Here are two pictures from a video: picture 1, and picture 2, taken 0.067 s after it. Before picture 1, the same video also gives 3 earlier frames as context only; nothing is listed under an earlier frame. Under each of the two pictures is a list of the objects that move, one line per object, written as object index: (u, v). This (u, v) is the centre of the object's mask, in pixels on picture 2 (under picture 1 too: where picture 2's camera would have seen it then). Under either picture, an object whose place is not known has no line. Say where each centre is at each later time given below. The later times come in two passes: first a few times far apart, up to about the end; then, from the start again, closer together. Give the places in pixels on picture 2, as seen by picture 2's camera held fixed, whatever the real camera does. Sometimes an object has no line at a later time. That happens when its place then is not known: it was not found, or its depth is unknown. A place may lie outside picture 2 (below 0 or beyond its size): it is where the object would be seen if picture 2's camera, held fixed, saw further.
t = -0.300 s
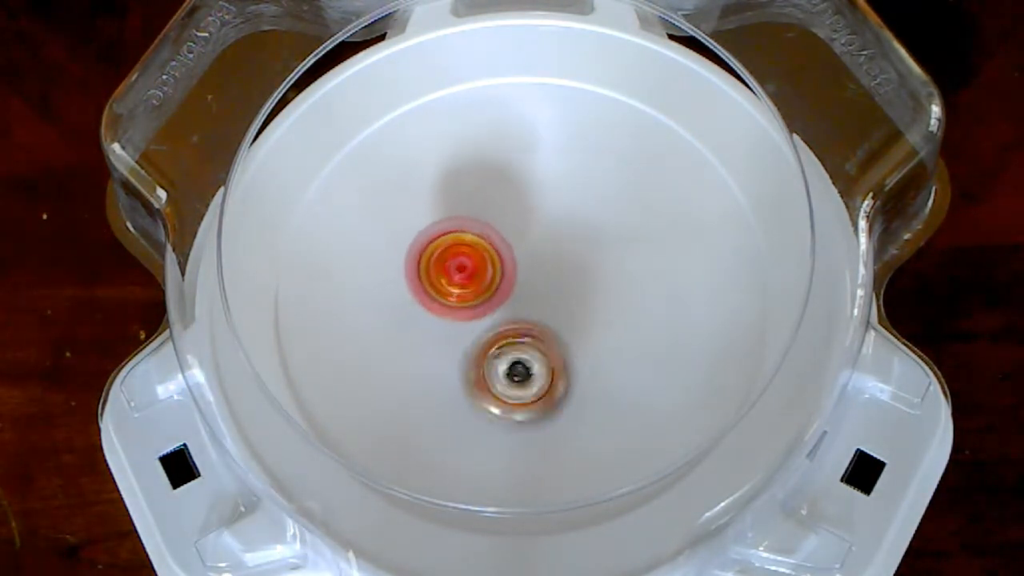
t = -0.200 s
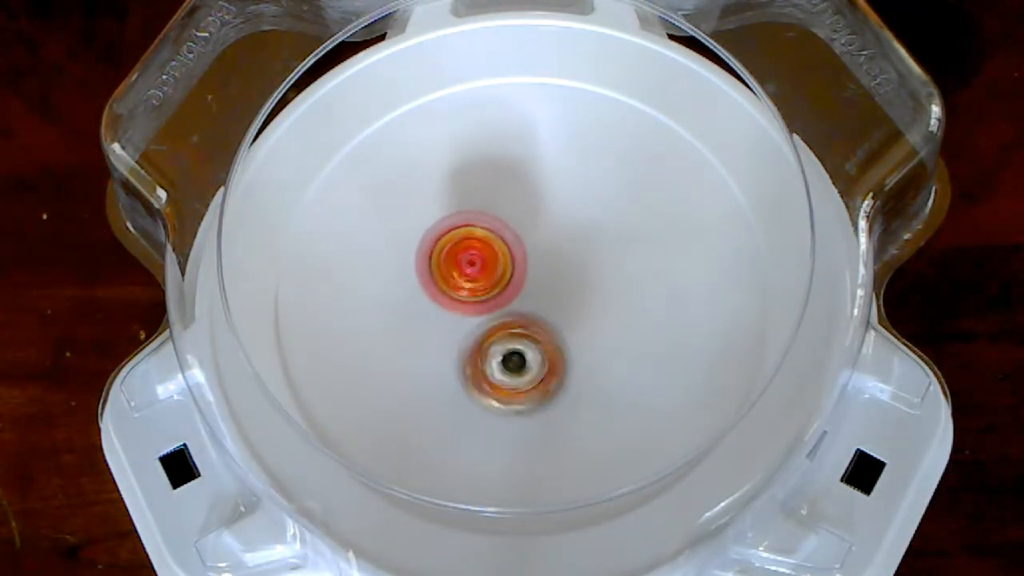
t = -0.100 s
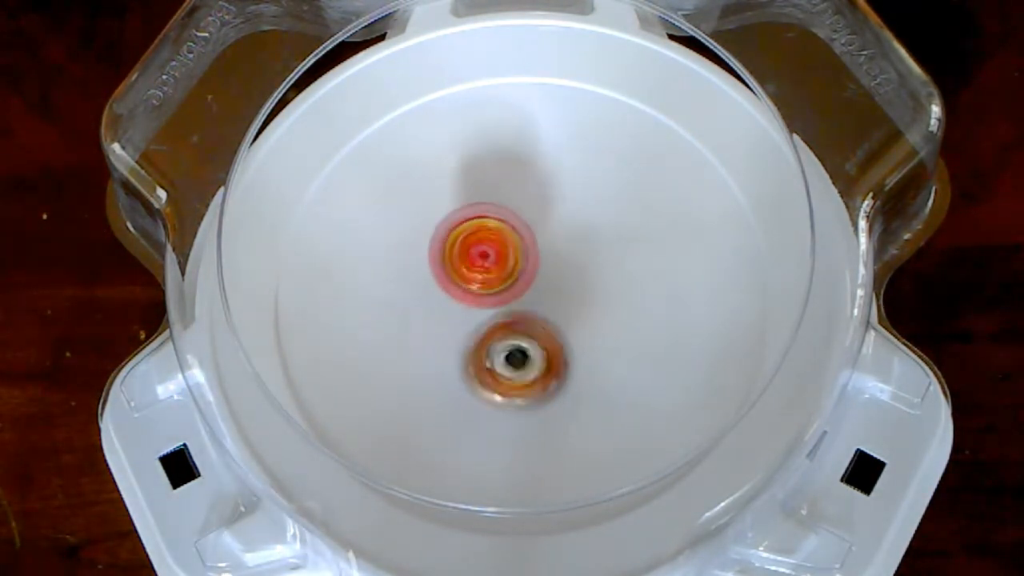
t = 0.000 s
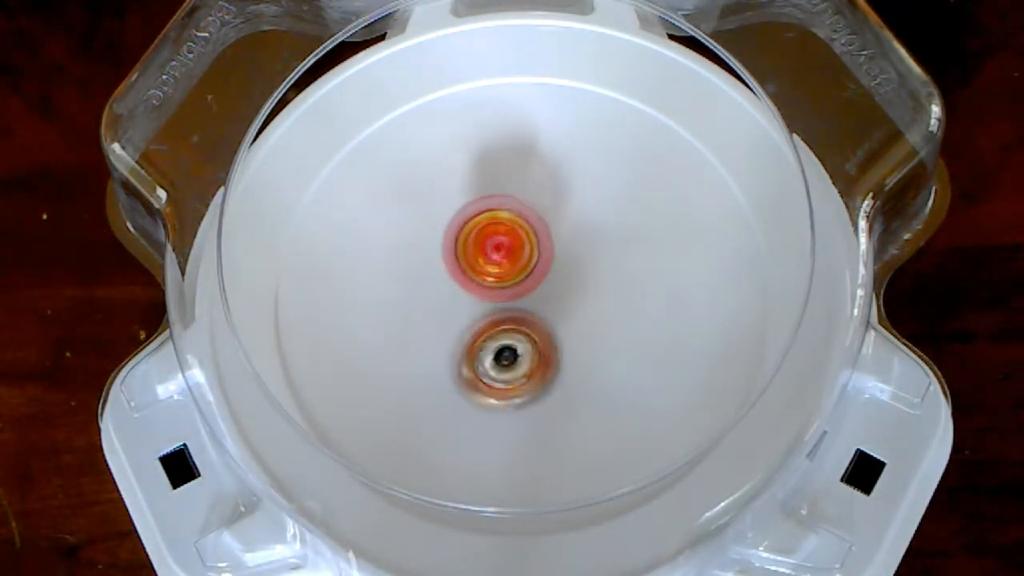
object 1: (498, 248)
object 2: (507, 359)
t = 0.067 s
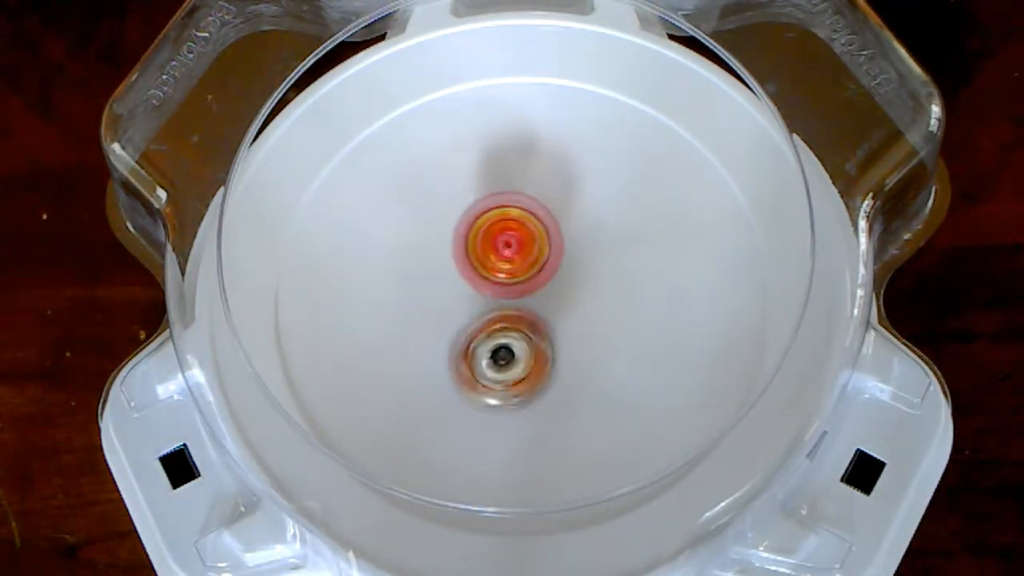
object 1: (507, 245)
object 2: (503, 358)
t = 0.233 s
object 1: (529, 243)
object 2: (493, 347)
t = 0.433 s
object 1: (553, 248)
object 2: (465, 331)
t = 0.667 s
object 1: (559, 268)
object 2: (459, 327)
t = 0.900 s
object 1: (567, 283)
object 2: (456, 322)
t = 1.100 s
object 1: (564, 296)
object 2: (448, 329)
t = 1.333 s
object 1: (554, 313)
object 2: (431, 320)
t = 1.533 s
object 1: (543, 326)
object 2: (425, 309)
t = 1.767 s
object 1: (533, 336)
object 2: (419, 303)
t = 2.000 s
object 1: (532, 335)
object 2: (411, 294)
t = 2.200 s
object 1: (532, 322)
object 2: (414, 284)
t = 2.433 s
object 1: (529, 298)
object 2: (414, 277)
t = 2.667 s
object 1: (557, 294)
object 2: (413, 247)
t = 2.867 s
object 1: (560, 292)
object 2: (420, 241)
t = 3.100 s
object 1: (538, 289)
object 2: (432, 233)
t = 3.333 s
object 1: (527, 301)
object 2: (437, 219)
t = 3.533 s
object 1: (517, 307)
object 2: (447, 214)
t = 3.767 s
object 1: (497, 309)
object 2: (455, 210)
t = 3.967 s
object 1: (491, 321)
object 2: (465, 203)
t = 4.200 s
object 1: (488, 319)
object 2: (480, 202)
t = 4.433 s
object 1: (495, 308)
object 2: (495, 203)
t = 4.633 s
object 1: (505, 312)
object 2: (512, 201)
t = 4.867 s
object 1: (515, 314)
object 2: (521, 206)
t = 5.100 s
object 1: (513, 320)
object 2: (528, 206)
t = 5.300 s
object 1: (507, 324)
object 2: (534, 214)
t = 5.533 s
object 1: (493, 321)
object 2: (543, 211)
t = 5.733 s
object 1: (483, 327)
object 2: (560, 200)
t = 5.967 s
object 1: (487, 316)
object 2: (567, 214)
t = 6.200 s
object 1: (479, 306)
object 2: (580, 243)
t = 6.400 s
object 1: (482, 301)
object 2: (589, 253)
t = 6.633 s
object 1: (479, 296)
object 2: (591, 253)
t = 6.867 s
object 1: (456, 297)
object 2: (585, 267)
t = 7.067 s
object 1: (451, 291)
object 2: (570, 291)
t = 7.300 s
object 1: (460, 283)
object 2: (578, 322)
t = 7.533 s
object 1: (477, 276)
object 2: (578, 328)
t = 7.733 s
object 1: (480, 270)
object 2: (578, 333)
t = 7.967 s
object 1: (469, 259)
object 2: (579, 351)
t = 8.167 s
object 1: (464, 255)
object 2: (564, 357)
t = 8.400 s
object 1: (470, 256)
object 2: (537, 343)
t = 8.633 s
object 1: (467, 236)
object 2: (542, 358)
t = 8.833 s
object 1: (475, 241)
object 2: (525, 339)
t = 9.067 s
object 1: (476, 230)
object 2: (530, 354)
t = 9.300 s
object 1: (471, 244)
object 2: (514, 349)
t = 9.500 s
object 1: (479, 239)
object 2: (500, 347)
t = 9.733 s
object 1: (478, 248)
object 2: (502, 362)
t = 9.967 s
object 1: (491, 243)
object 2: (518, 350)
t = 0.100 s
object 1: (512, 244)
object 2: (502, 357)
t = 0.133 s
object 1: (517, 243)
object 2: (499, 357)
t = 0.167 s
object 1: (521, 242)
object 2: (498, 354)
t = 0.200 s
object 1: (525, 242)
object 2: (495, 351)
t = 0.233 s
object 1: (529, 243)
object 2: (493, 347)
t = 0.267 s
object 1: (534, 243)
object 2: (488, 344)
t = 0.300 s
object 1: (539, 243)
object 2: (482, 343)
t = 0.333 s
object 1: (543, 244)
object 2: (476, 339)
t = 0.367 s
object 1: (547, 245)
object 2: (472, 335)
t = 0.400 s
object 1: (550, 246)
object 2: (468, 333)
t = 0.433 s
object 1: (553, 248)
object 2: (465, 331)
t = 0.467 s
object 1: (555, 250)
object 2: (464, 331)
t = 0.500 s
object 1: (556, 253)
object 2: (464, 330)
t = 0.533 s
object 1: (557, 255)
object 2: (463, 329)
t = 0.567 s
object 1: (557, 258)
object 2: (463, 327)
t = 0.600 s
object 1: (558, 262)
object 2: (462, 326)
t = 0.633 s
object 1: (558, 265)
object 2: (461, 326)
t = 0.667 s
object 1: (559, 268)
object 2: (459, 327)
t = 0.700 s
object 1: (561, 271)
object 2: (459, 328)
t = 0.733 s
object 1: (562, 273)
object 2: (461, 327)
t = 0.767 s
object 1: (564, 275)
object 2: (461, 328)
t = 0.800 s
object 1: (567, 277)
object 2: (459, 326)
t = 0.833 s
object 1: (567, 278)
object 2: (458, 325)
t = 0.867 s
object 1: (567, 280)
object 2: (458, 323)
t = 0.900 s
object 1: (567, 283)
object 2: (456, 322)
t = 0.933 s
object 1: (567, 284)
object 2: (454, 323)
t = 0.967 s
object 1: (566, 287)
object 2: (453, 324)
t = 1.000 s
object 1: (564, 288)
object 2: (453, 325)
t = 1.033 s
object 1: (564, 291)
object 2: (451, 326)
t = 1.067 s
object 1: (564, 293)
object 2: (451, 328)
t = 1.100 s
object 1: (564, 296)
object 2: (448, 329)
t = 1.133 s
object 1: (562, 298)
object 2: (445, 327)
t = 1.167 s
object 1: (560, 300)
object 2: (443, 323)
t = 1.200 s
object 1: (557, 302)
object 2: (441, 325)
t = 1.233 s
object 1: (556, 304)
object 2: (440, 325)
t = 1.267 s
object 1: (555, 306)
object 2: (438, 327)
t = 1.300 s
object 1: (554, 309)
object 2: (436, 324)
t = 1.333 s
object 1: (554, 313)
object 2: (431, 320)
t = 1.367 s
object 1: (553, 315)
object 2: (429, 316)
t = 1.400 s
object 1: (552, 317)
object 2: (429, 315)
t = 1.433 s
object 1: (550, 319)
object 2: (430, 314)
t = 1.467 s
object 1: (547, 322)
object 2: (430, 312)
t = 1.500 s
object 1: (546, 324)
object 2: (427, 310)
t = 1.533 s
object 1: (543, 326)
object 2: (425, 309)
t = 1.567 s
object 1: (541, 327)
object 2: (425, 308)
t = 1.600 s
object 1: (541, 330)
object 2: (423, 306)
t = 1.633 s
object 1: (538, 332)
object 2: (421, 305)
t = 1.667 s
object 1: (536, 333)
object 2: (421, 307)
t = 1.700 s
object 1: (535, 335)
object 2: (421, 305)
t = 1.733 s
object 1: (534, 336)
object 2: (420, 303)
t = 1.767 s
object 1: (533, 336)
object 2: (419, 303)
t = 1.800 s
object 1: (532, 337)
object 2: (419, 301)
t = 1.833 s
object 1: (531, 337)
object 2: (418, 299)
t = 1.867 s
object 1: (529, 336)
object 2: (418, 297)
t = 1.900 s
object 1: (528, 336)
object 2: (417, 297)
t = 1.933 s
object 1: (530, 336)
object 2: (414, 295)
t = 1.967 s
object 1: (532, 336)
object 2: (410, 294)
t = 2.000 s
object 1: (532, 335)
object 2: (411, 294)
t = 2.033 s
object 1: (533, 333)
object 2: (411, 291)
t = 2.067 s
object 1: (533, 332)
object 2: (410, 291)
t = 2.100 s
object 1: (533, 330)
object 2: (411, 289)
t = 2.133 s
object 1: (533, 327)
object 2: (411, 288)
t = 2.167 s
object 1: (532, 325)
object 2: (413, 286)
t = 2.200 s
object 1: (532, 322)
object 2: (414, 284)
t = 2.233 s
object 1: (532, 319)
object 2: (414, 282)
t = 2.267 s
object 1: (530, 315)
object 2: (414, 281)
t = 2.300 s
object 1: (529, 312)
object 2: (414, 281)
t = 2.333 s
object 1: (529, 308)
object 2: (414, 280)
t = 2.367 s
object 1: (529, 304)
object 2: (414, 278)
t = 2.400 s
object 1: (529, 301)
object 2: (414, 278)
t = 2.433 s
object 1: (529, 298)
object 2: (414, 277)
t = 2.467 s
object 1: (532, 296)
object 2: (414, 276)
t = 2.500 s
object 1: (538, 297)
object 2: (410, 268)
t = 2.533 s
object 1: (544, 298)
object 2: (407, 262)
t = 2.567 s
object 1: (547, 297)
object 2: (409, 254)
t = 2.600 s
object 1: (551, 296)
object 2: (411, 251)
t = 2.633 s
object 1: (554, 295)
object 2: (411, 249)
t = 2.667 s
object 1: (557, 294)
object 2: (413, 247)
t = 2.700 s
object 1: (559, 294)
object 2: (413, 246)
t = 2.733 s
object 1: (561, 293)
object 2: (415, 245)
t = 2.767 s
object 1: (562, 293)
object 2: (416, 243)
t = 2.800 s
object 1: (562, 292)
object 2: (417, 243)
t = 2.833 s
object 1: (561, 292)
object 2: (418, 242)
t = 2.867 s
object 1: (560, 292)
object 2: (420, 241)
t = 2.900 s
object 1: (558, 292)
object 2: (421, 240)
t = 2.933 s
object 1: (556, 291)
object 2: (423, 239)
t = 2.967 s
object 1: (553, 291)
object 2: (424, 238)
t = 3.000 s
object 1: (550, 290)
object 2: (426, 237)
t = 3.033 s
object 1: (546, 290)
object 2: (429, 236)
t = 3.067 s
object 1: (542, 289)
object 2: (430, 235)
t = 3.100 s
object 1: (538, 289)
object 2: (432, 233)
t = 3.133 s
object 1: (534, 288)
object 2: (434, 232)
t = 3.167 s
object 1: (533, 291)
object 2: (434, 230)
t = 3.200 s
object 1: (532, 294)
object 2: (435, 228)
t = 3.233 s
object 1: (529, 293)
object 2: (437, 228)
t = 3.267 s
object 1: (529, 296)
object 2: (437, 225)
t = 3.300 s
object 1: (529, 300)
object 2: (437, 221)
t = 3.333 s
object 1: (527, 301)
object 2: (437, 219)
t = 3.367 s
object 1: (527, 303)
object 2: (439, 219)
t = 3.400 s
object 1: (525, 303)
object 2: (440, 219)
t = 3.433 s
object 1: (523, 306)
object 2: (444, 218)
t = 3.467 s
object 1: (521, 305)
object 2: (445, 215)
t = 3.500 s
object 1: (519, 306)
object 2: (446, 214)
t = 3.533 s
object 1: (517, 307)
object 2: (447, 214)
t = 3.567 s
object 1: (514, 307)
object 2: (449, 214)
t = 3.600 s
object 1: (511, 307)
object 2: (450, 213)
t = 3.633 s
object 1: (509, 307)
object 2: (454, 212)
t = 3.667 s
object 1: (505, 306)
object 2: (455, 211)
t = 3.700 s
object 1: (503, 307)
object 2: (456, 210)
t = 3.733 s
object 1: (500, 307)
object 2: (455, 209)
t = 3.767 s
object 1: (497, 309)
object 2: (455, 210)
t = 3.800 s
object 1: (496, 314)
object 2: (454, 206)
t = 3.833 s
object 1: (494, 316)
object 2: (458, 204)
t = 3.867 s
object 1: (494, 318)
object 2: (459, 202)
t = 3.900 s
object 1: (493, 320)
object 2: (460, 203)
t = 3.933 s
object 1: (492, 321)
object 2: (462, 202)
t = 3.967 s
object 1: (491, 321)
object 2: (465, 203)
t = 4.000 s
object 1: (489, 323)
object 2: (469, 202)
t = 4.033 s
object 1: (489, 323)
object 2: (470, 202)
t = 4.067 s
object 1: (488, 323)
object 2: (472, 201)
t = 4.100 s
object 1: (488, 323)
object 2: (472, 201)
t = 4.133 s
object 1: (487, 321)
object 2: (474, 203)
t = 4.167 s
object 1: (487, 321)
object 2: (477, 202)
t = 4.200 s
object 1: (488, 319)
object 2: (480, 202)
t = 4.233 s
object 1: (487, 318)
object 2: (481, 201)
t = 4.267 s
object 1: (489, 316)
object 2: (483, 202)
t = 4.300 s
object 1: (489, 314)
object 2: (485, 202)
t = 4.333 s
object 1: (490, 313)
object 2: (487, 203)
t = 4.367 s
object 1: (492, 310)
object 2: (490, 204)
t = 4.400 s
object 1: (493, 308)
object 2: (492, 203)
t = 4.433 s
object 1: (495, 308)
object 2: (495, 203)
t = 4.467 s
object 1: (495, 310)
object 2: (499, 201)
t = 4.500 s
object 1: (497, 311)
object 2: (504, 201)
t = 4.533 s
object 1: (500, 310)
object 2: (507, 201)
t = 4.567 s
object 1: (502, 312)
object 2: (510, 201)
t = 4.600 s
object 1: (503, 311)
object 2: (511, 201)
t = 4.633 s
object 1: (505, 312)
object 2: (512, 201)
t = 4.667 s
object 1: (507, 313)
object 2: (514, 203)
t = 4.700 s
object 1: (508, 313)
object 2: (515, 204)
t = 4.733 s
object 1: (510, 314)
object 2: (517, 205)
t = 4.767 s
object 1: (512, 313)
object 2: (519, 204)
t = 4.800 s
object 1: (512, 314)
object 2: (519, 205)
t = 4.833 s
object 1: (514, 314)
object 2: (521, 206)
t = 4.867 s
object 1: (515, 314)
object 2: (521, 206)
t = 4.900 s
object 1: (517, 314)
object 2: (524, 207)
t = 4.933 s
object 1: (517, 314)
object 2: (525, 207)
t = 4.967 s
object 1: (517, 315)
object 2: (527, 207)
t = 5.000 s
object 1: (517, 314)
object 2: (525, 205)
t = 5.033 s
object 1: (517, 315)
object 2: (524, 208)
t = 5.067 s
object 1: (516, 316)
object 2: (527, 210)
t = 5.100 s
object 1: (513, 320)
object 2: (528, 206)
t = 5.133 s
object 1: (513, 321)
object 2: (527, 206)
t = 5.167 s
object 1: (511, 322)
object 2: (526, 211)
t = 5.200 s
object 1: (511, 324)
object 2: (527, 213)
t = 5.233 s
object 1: (509, 324)
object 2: (531, 216)
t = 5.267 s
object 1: (508, 324)
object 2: (533, 213)
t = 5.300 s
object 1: (507, 324)
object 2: (534, 214)
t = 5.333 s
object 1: (505, 324)
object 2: (536, 214)
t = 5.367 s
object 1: (504, 322)
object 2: (535, 215)
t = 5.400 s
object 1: (502, 321)
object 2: (537, 217)
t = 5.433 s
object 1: (502, 320)
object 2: (538, 216)
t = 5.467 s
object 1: (501, 317)
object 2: (541, 218)
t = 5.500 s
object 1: (500, 316)
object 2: (542, 218)
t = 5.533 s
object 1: (493, 321)
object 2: (543, 211)
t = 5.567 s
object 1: (489, 328)
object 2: (548, 205)
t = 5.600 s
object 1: (484, 328)
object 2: (553, 200)
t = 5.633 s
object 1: (484, 328)
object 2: (555, 198)
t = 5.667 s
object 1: (484, 327)
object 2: (558, 198)
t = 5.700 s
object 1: (483, 328)
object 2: (561, 199)
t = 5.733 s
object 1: (483, 327)
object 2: (560, 200)
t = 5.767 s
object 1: (482, 326)
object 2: (560, 201)
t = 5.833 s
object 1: (483, 323)
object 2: (565, 208)
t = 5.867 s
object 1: (484, 321)
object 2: (567, 209)
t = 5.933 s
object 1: (485, 318)
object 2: (568, 211)
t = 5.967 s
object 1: (487, 316)
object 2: (567, 214)
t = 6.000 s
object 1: (488, 313)
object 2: (566, 217)
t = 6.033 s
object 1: (490, 312)
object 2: (564, 224)
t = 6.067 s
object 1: (488, 309)
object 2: (566, 230)
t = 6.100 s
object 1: (483, 310)
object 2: (570, 234)
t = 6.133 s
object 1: (481, 307)
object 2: (572, 239)
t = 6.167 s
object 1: (482, 306)
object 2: (575, 242)
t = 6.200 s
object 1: (479, 306)
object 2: (580, 243)
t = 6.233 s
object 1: (479, 306)
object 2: (586, 245)
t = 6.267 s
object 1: (479, 304)
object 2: (589, 247)
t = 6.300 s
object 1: (480, 305)
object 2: (592, 248)
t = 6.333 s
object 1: (480, 304)
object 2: (591, 249)
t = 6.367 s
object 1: (481, 304)
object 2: (590, 250)
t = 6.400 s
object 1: (482, 301)
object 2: (589, 253)
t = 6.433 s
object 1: (484, 301)
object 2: (589, 256)
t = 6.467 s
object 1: (485, 300)
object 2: (589, 257)
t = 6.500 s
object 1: (483, 299)
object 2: (592, 258)
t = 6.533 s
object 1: (484, 296)
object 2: (593, 257)
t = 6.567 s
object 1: (484, 297)
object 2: (593, 256)
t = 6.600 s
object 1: (479, 296)
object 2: (594, 252)
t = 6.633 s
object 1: (479, 296)
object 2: (591, 253)
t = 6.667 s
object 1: (479, 296)
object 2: (588, 254)
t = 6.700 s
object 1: (478, 298)
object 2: (585, 260)
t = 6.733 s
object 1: (469, 297)
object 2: (588, 263)
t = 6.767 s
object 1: (462, 297)
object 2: (590, 261)
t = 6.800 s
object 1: (458, 296)
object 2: (590, 260)
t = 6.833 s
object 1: (458, 297)
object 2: (586, 262)
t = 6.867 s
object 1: (456, 297)
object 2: (585, 267)
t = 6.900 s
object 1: (455, 297)
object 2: (585, 270)
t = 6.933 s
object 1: (452, 295)
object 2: (582, 273)
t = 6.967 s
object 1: (454, 294)
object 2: (579, 276)
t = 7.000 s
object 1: (454, 294)
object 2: (574, 281)
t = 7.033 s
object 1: (456, 293)
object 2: (570, 286)
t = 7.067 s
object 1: (451, 291)
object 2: (570, 291)
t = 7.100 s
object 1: (447, 287)
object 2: (572, 299)
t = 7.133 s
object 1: (447, 285)
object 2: (574, 307)
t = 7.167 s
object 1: (451, 284)
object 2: (575, 311)
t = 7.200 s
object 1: (452, 285)
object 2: (575, 317)
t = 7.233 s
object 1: (453, 284)
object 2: (579, 318)
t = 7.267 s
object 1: (456, 284)
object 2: (578, 319)
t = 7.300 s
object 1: (460, 283)
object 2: (578, 322)
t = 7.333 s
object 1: (465, 286)
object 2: (579, 322)
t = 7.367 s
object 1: (467, 286)
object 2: (577, 322)
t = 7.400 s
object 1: (470, 286)
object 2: (577, 323)
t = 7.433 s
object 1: (471, 283)
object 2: (577, 323)
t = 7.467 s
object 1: (473, 278)
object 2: (578, 326)
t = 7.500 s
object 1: (475, 276)
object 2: (578, 327)
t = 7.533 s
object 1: (477, 276)
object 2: (578, 328)
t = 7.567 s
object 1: (476, 276)
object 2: (578, 328)
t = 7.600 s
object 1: (475, 273)
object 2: (578, 328)
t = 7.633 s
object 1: (477, 273)
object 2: (576, 329)
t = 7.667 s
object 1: (476, 271)
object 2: (576, 331)
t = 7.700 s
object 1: (478, 269)
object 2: (576, 333)
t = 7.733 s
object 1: (480, 270)
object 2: (578, 333)
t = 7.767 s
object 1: (480, 270)
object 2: (577, 333)
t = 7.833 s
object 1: (481, 270)
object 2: (574, 336)
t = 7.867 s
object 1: (484, 269)
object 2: (572, 339)
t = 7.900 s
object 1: (486, 272)
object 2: (571, 341)
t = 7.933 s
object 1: (478, 264)
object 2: (576, 345)
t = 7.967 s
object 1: (469, 259)
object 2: (579, 351)
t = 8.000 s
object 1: (466, 254)
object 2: (580, 355)
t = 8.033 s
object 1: (468, 252)
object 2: (580, 355)
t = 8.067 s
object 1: (468, 255)
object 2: (577, 356)
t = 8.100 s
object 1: (467, 256)
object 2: (575, 355)
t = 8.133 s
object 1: (465, 257)
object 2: (570, 355)
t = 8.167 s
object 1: (464, 255)
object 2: (564, 357)
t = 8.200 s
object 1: (467, 255)
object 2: (562, 358)
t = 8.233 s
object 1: (468, 257)
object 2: (558, 357)
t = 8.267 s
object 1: (469, 259)
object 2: (555, 353)
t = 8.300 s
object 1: (468, 261)
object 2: (550, 350)
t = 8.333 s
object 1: (470, 261)
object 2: (544, 346)
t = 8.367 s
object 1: (470, 260)
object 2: (539, 345)
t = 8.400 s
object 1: (470, 256)
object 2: (537, 343)
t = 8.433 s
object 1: (471, 251)
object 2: (537, 343)
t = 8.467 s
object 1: (469, 243)
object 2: (545, 349)
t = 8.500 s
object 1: (466, 238)
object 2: (547, 351)
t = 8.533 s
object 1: (467, 236)
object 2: (545, 353)
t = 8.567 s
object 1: (467, 235)
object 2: (543, 357)
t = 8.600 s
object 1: (468, 235)
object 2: (544, 358)
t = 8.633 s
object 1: (467, 236)
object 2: (542, 358)
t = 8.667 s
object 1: (468, 234)
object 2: (540, 356)
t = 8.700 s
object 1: (470, 235)
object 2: (534, 354)
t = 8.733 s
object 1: (472, 236)
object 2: (534, 350)
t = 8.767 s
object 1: (475, 238)
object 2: (532, 345)
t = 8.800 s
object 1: (475, 242)
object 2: (528, 343)
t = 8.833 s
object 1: (475, 241)
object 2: (525, 339)
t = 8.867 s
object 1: (477, 236)
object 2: (526, 339)
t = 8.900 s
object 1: (480, 237)
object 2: (523, 336)
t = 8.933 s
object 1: (480, 231)
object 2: (523, 341)
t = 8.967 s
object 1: (480, 227)
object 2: (531, 346)
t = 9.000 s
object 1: (480, 226)
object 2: (533, 349)
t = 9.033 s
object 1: (480, 228)
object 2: (530, 350)
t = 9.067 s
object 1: (476, 230)
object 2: (530, 354)
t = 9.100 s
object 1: (474, 229)
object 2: (531, 358)
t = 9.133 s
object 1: (474, 230)
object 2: (531, 359)
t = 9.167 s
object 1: (474, 232)
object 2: (530, 358)
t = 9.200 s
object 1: (475, 234)
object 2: (528, 356)
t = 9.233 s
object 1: (474, 239)
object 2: (521, 354)
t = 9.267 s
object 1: (471, 242)
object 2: (517, 353)
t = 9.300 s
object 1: (471, 244)
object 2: (514, 349)
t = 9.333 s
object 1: (469, 245)
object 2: (512, 343)
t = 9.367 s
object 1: (469, 242)
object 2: (506, 341)
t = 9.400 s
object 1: (471, 242)
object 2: (502, 343)
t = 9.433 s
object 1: (474, 241)
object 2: (504, 342)
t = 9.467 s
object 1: (476, 240)
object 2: (503, 344)
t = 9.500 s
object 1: (479, 239)
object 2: (500, 347)
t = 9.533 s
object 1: (480, 240)
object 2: (500, 353)
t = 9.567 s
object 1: (481, 241)
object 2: (501, 358)
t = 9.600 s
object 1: (480, 245)
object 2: (500, 363)
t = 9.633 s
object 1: (478, 246)
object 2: (500, 364)
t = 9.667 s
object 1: (478, 246)
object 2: (501, 368)
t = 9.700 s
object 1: (478, 248)
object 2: (500, 366)
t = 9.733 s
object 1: (478, 248)
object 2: (502, 362)
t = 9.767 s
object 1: (480, 251)
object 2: (501, 359)
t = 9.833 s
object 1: (478, 255)
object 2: (504, 354)
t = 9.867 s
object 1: (480, 252)
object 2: (508, 349)
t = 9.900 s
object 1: (482, 247)
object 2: (513, 349)
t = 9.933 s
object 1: (486, 244)
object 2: (516, 351)
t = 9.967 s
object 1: (491, 243)
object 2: (518, 350)
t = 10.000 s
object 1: (492, 245)
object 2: (523, 348)
